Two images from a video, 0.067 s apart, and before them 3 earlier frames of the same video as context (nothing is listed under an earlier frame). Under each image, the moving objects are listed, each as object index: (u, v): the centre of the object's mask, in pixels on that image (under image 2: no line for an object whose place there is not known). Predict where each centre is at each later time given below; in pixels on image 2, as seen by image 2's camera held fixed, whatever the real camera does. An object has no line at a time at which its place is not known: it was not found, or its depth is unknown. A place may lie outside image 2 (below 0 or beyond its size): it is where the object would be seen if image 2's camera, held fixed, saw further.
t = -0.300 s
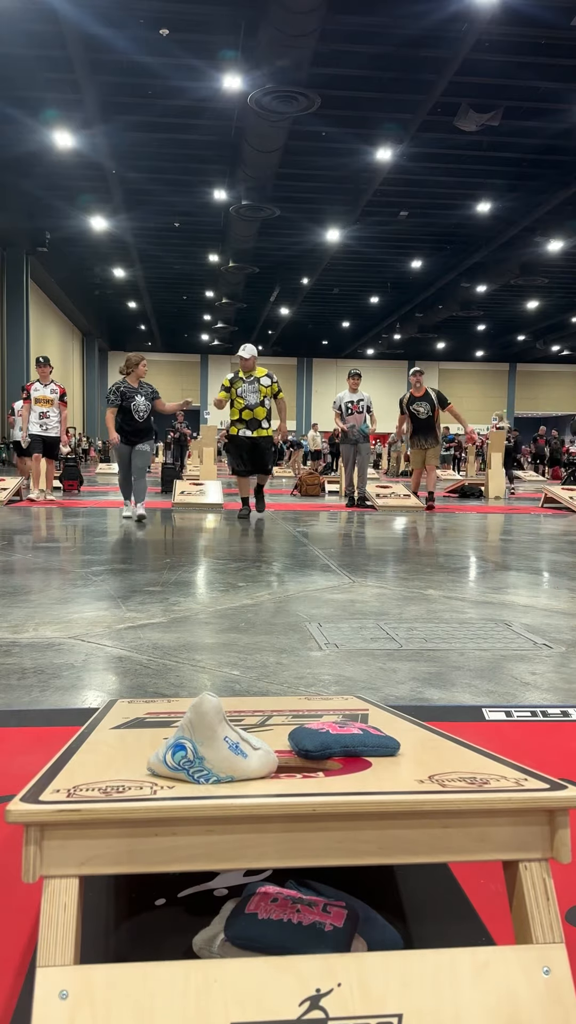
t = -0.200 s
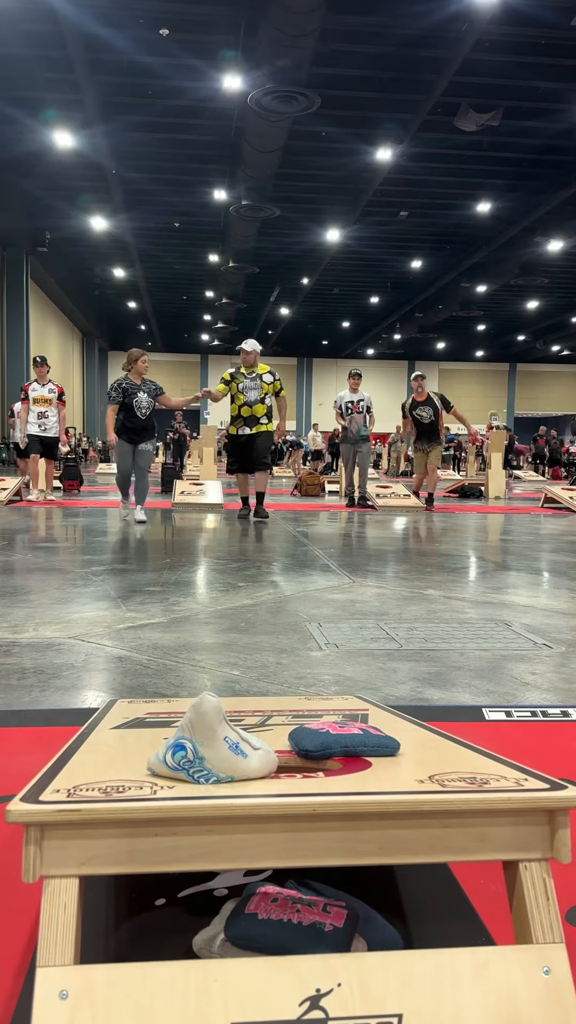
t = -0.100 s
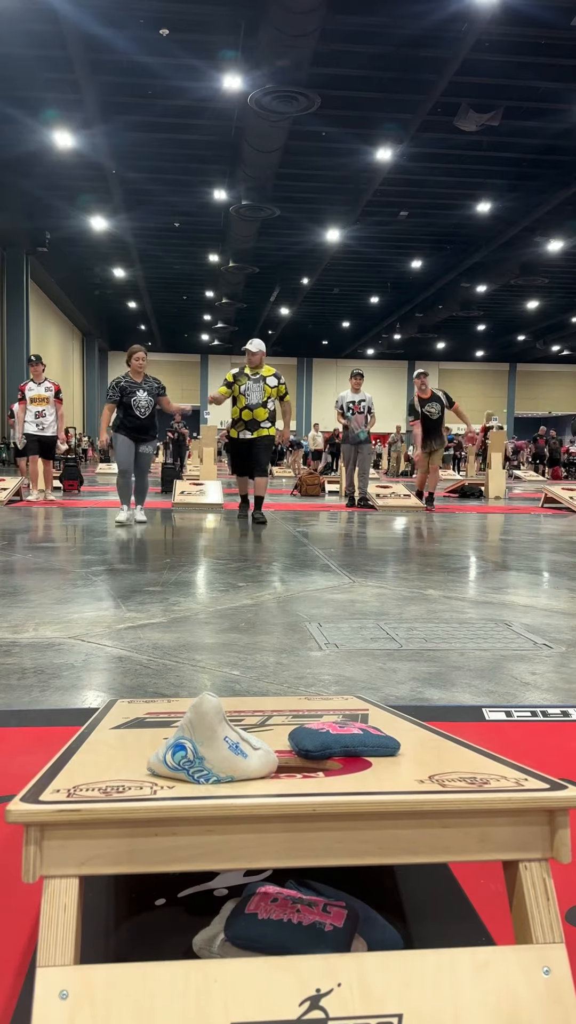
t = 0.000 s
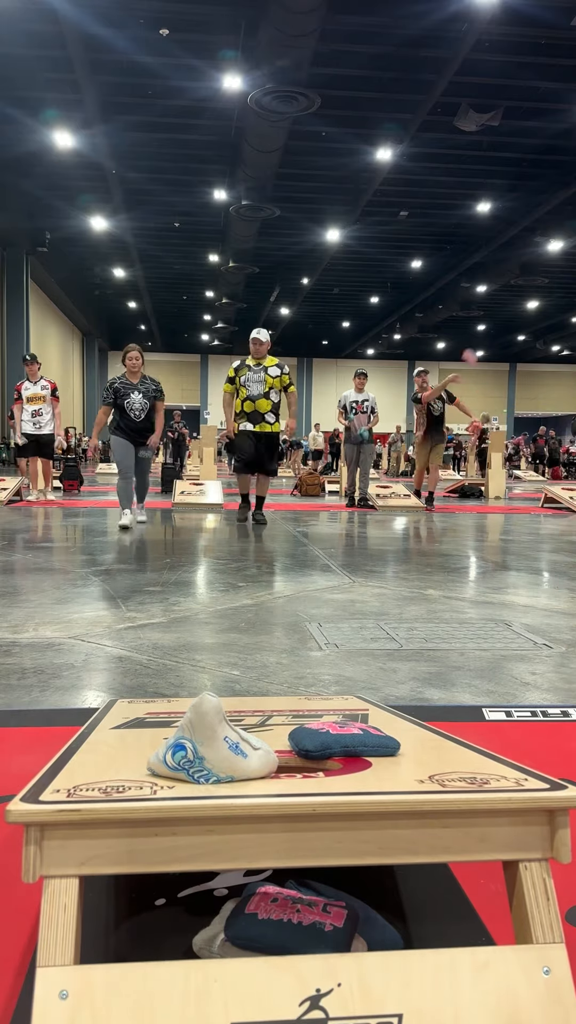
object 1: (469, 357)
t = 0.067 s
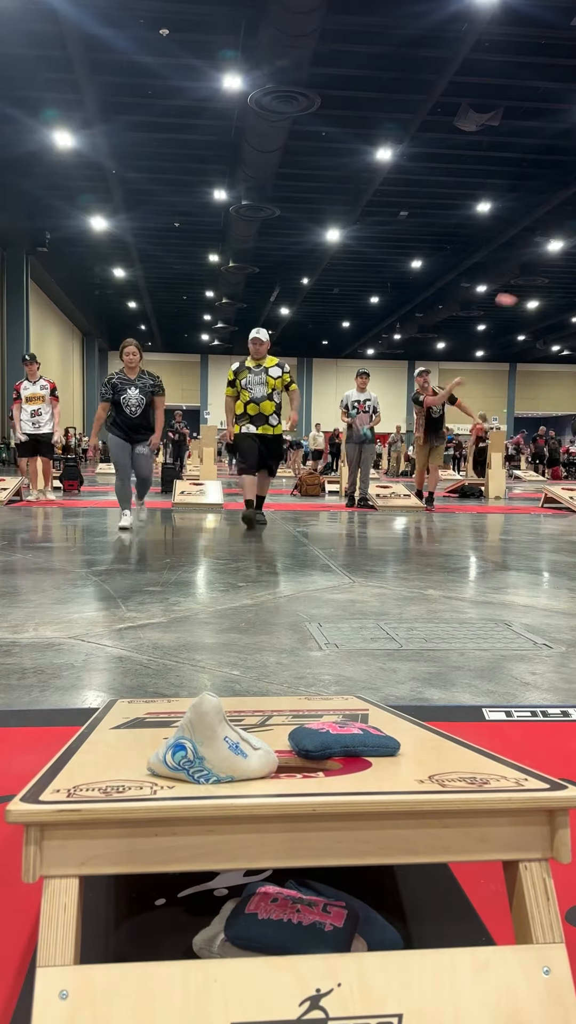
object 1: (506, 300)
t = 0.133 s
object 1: (563, 242)
